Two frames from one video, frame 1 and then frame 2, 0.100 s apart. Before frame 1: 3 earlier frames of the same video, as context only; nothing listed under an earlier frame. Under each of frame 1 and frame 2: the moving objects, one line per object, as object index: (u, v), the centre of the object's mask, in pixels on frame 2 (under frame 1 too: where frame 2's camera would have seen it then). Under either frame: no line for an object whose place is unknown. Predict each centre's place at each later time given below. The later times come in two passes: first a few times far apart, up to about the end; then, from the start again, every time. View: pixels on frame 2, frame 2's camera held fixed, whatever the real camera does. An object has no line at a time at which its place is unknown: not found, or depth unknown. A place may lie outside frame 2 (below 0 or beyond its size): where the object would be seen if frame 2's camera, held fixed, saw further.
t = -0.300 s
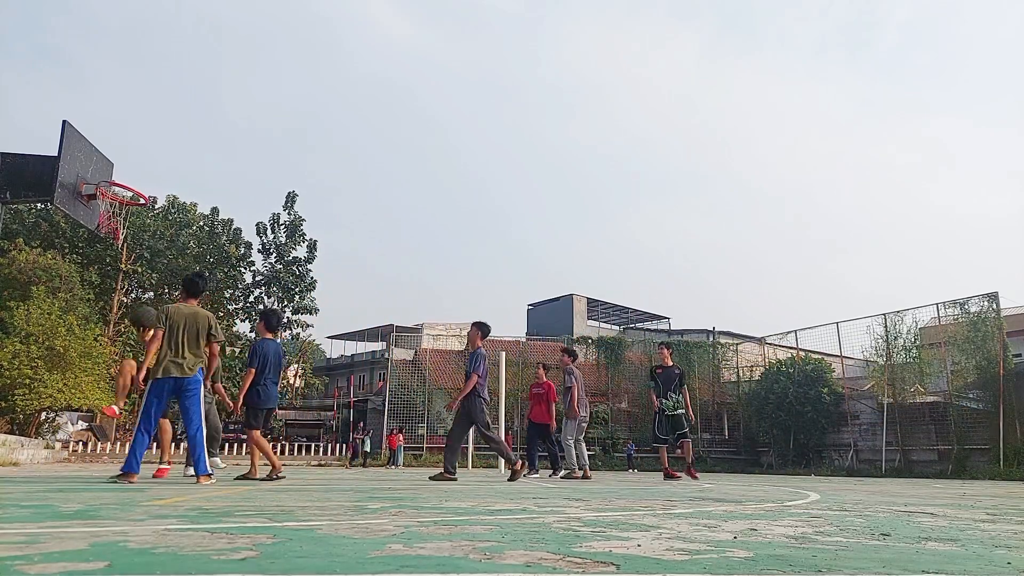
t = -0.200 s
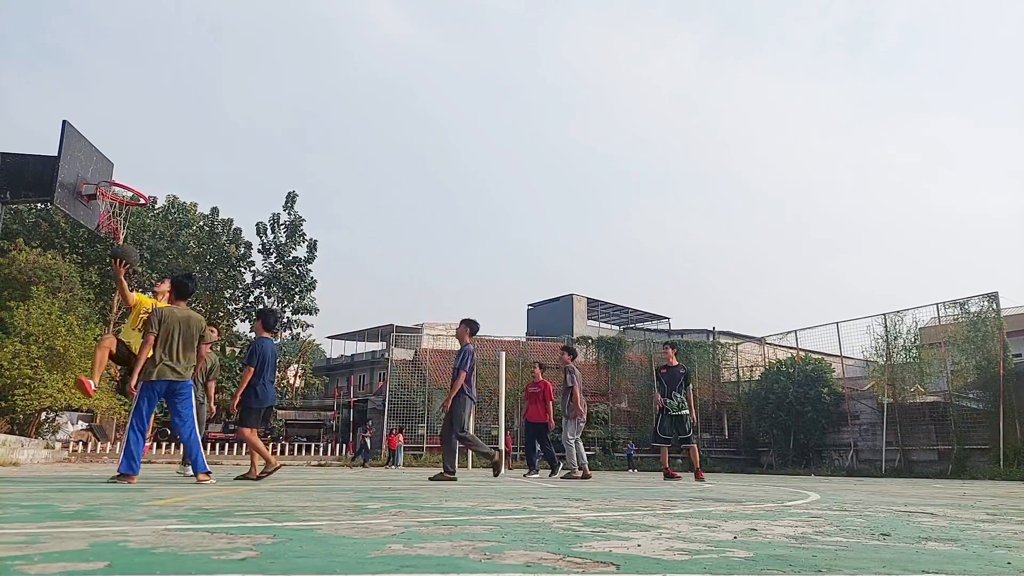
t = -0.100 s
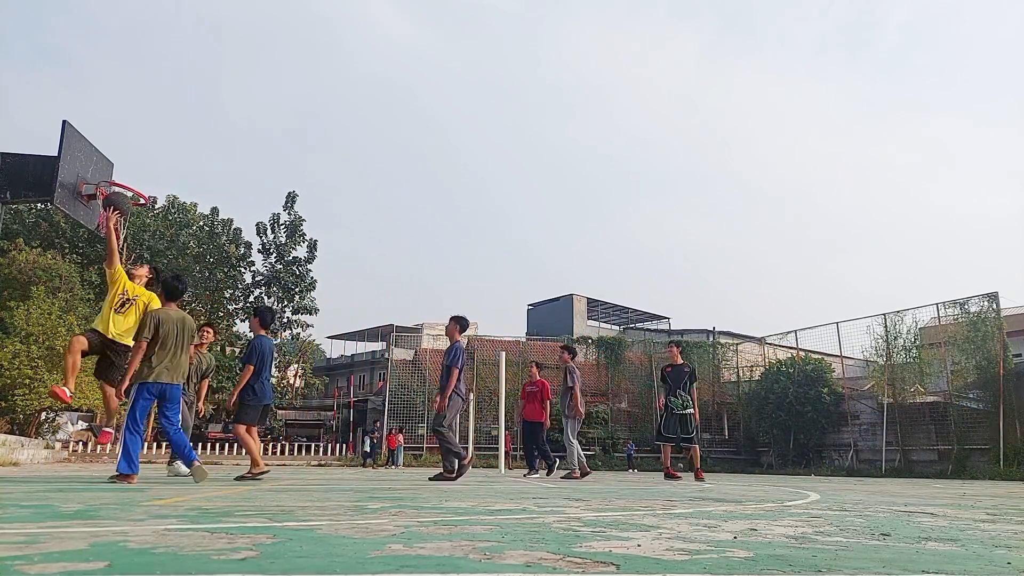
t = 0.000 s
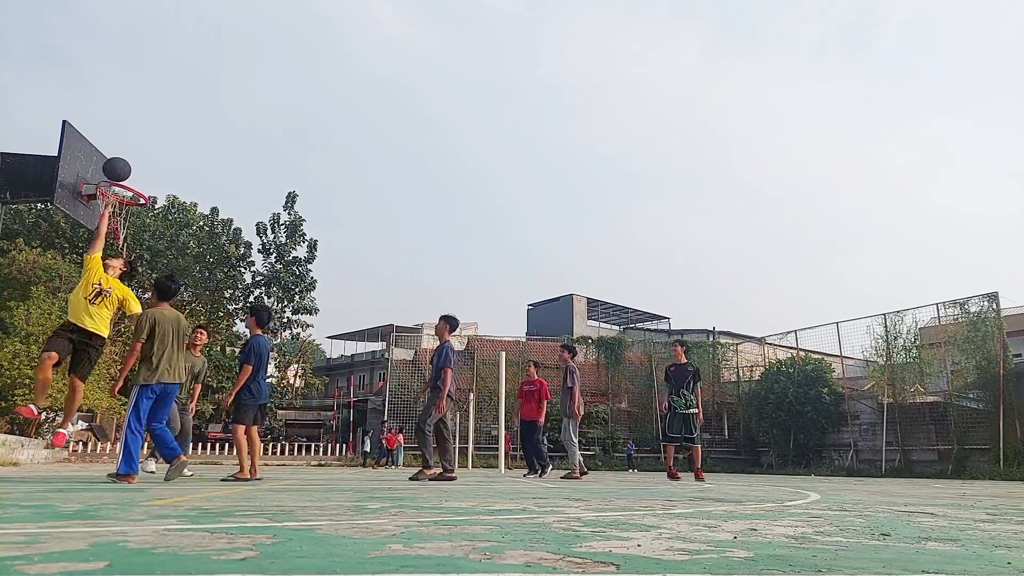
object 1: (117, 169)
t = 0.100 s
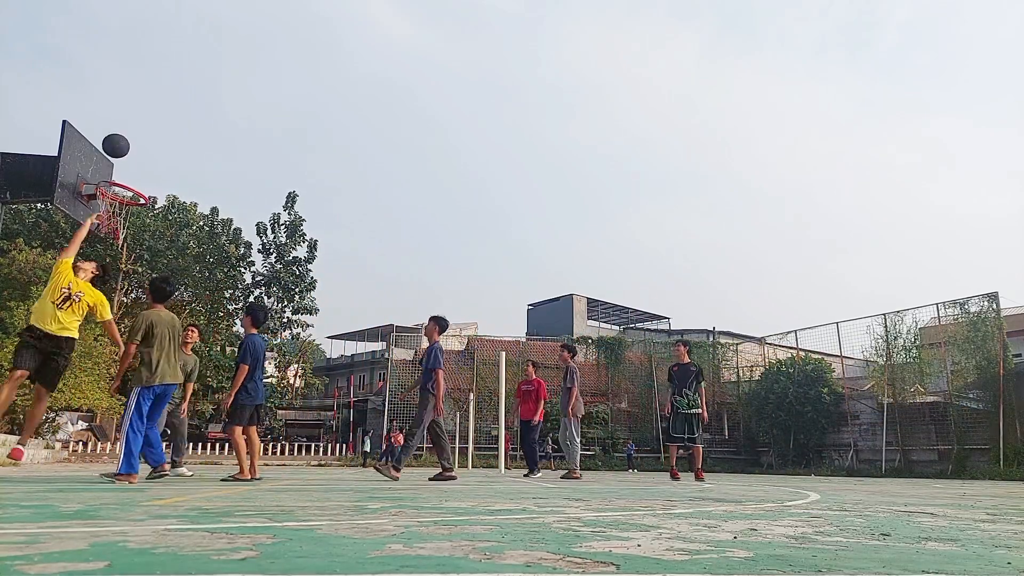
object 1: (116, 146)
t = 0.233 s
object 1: (112, 129)
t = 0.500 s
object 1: (104, 141)
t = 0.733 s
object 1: (137, 180)
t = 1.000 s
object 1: (166, 185)
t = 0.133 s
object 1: (115, 140)
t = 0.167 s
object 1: (114, 136)
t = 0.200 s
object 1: (113, 132)
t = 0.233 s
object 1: (112, 129)
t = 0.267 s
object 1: (111, 128)
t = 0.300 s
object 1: (110, 127)
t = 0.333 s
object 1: (108, 128)
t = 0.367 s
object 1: (107, 129)
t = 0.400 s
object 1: (105, 131)
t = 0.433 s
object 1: (103, 134)
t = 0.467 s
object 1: (101, 138)
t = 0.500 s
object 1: (104, 141)
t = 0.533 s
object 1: (110, 144)
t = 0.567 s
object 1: (114, 147)
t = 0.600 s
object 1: (119, 152)
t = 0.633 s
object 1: (124, 158)
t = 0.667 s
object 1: (128, 165)
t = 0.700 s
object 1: (132, 173)
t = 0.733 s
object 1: (137, 180)
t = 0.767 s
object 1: (140, 190)
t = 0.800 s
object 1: (145, 191)
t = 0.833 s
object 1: (149, 190)
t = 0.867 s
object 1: (151, 188)
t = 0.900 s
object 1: (155, 186)
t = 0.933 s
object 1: (158, 185)
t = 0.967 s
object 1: (162, 185)
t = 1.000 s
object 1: (166, 185)
